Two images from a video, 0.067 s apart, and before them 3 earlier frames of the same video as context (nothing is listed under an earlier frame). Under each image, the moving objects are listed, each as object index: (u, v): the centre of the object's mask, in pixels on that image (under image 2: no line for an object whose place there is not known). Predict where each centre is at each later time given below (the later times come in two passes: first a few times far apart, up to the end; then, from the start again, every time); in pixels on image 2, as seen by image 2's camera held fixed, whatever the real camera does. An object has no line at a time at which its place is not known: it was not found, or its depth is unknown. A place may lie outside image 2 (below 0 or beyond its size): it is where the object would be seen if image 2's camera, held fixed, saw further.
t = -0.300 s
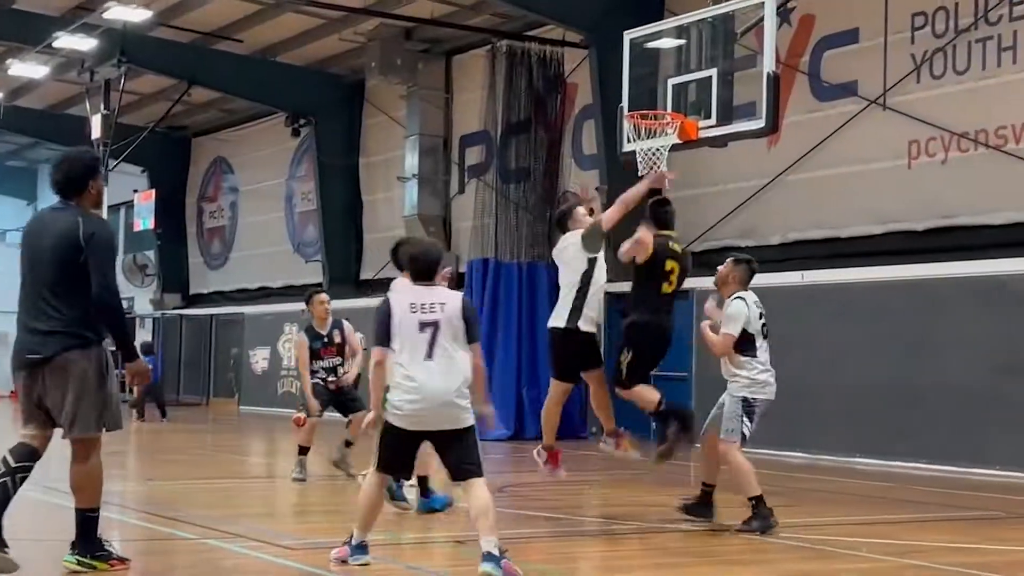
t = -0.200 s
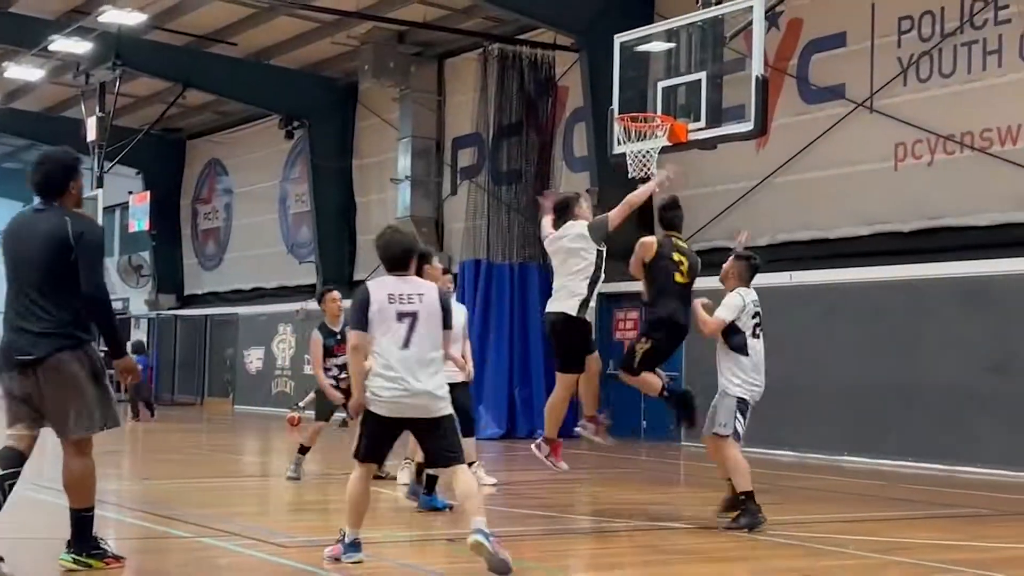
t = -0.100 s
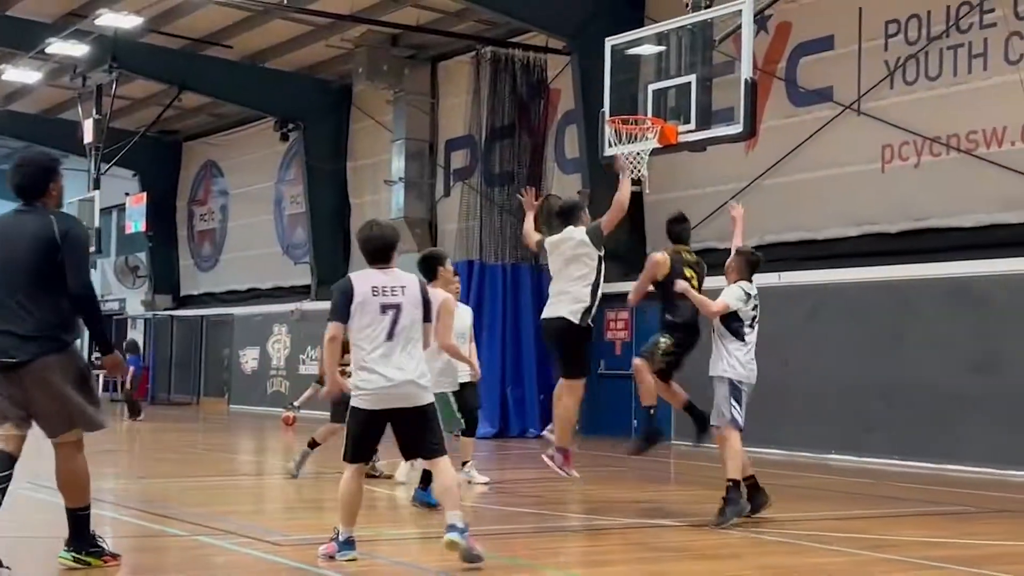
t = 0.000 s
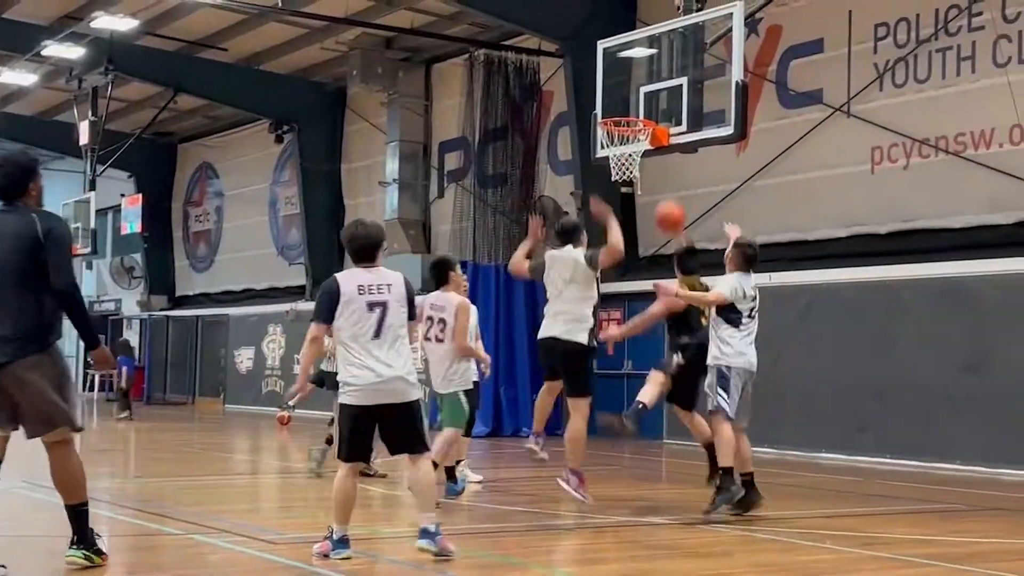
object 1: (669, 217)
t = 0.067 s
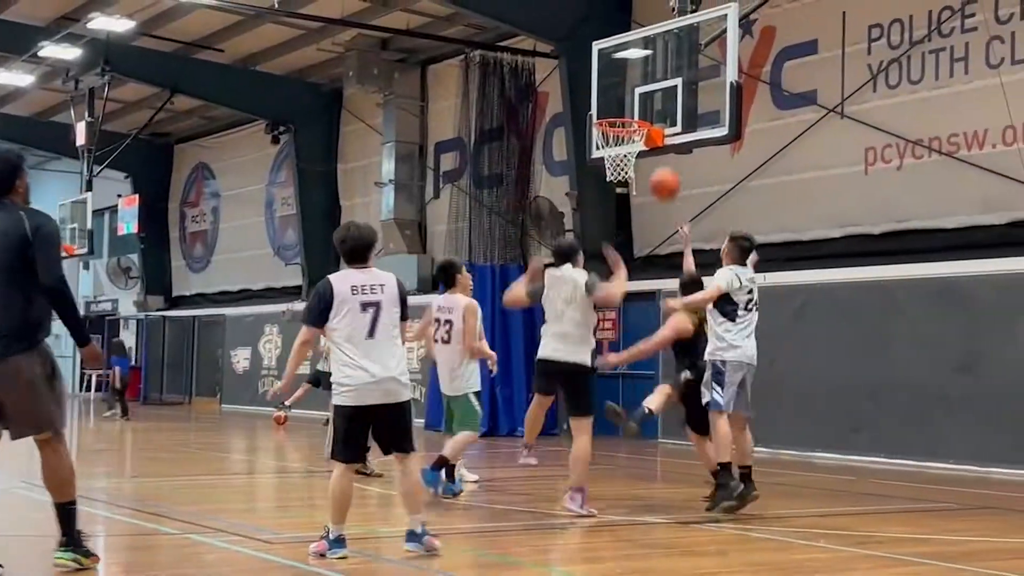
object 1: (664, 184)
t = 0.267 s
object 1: (663, 120)
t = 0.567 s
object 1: (656, 114)
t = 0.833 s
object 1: (642, 113)
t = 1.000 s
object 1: (627, 119)
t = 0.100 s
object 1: (664, 170)
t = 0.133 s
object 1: (664, 157)
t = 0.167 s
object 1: (663, 146)
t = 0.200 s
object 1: (663, 136)
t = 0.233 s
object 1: (663, 128)
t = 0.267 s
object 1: (663, 120)
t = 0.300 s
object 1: (662, 115)
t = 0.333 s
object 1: (662, 113)
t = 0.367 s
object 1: (661, 109)
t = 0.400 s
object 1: (661, 108)
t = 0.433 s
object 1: (661, 108)
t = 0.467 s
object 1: (661, 109)
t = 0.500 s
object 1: (661, 111)
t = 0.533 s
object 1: (660, 113)
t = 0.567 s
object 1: (656, 114)
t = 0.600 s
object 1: (654, 113)
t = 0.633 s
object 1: (652, 112)
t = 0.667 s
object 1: (651, 111)
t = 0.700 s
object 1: (650, 112)
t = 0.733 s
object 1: (649, 111)
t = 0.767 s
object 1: (647, 113)
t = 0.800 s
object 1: (645, 113)
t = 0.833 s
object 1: (642, 113)
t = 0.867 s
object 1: (639, 113)
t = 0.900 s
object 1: (636, 113)
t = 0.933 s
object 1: (633, 114)
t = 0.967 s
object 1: (630, 116)
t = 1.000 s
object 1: (627, 119)
